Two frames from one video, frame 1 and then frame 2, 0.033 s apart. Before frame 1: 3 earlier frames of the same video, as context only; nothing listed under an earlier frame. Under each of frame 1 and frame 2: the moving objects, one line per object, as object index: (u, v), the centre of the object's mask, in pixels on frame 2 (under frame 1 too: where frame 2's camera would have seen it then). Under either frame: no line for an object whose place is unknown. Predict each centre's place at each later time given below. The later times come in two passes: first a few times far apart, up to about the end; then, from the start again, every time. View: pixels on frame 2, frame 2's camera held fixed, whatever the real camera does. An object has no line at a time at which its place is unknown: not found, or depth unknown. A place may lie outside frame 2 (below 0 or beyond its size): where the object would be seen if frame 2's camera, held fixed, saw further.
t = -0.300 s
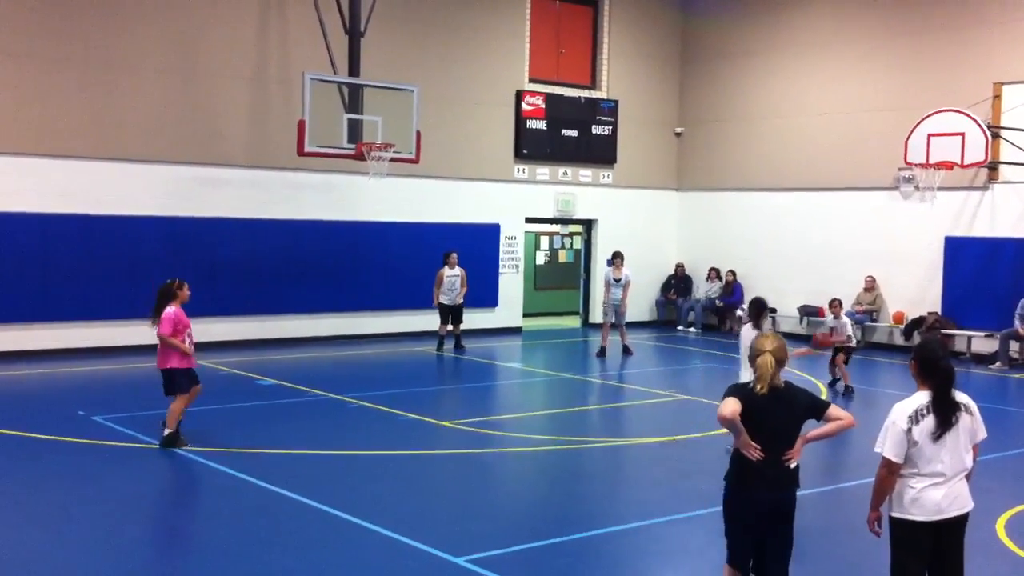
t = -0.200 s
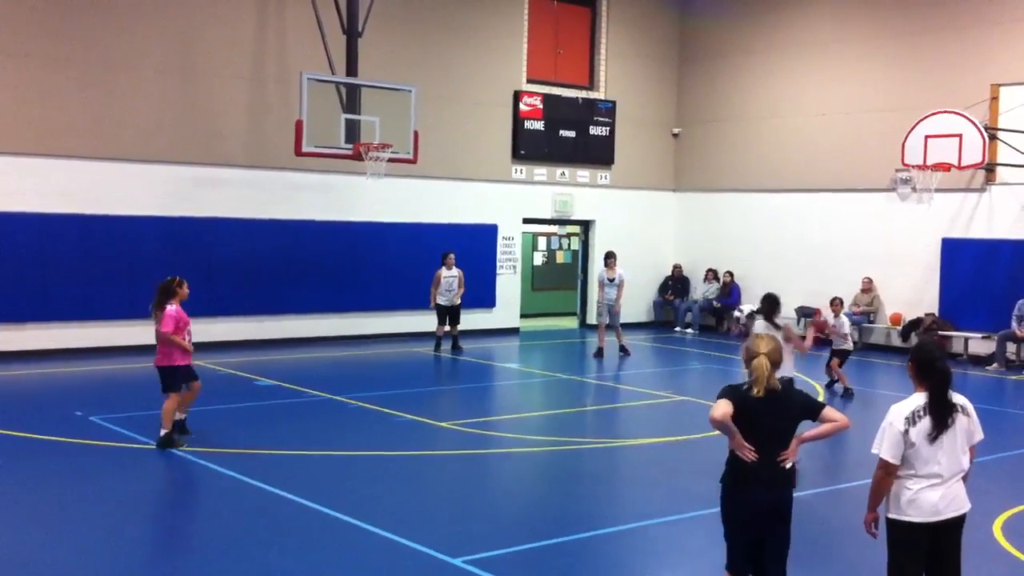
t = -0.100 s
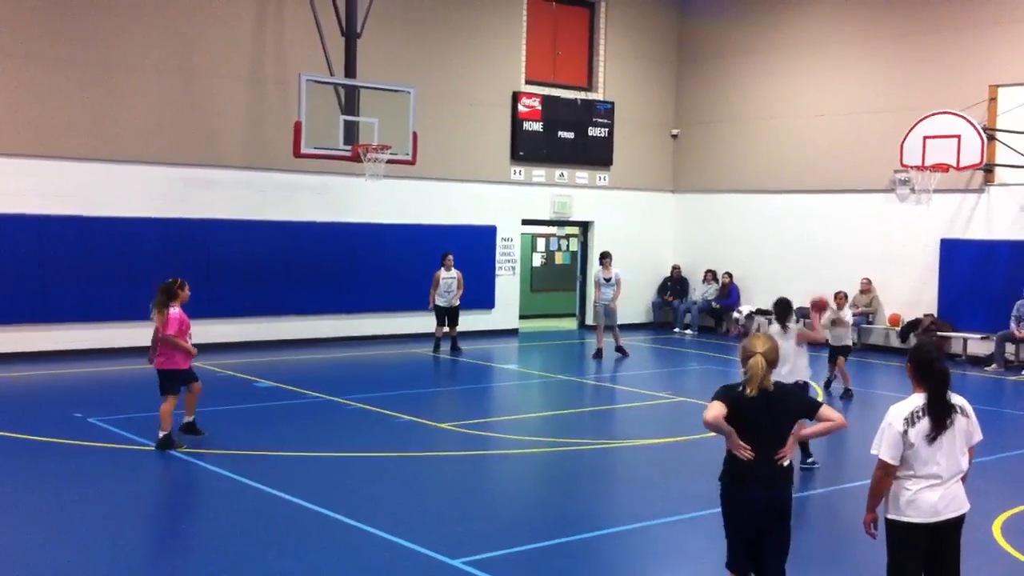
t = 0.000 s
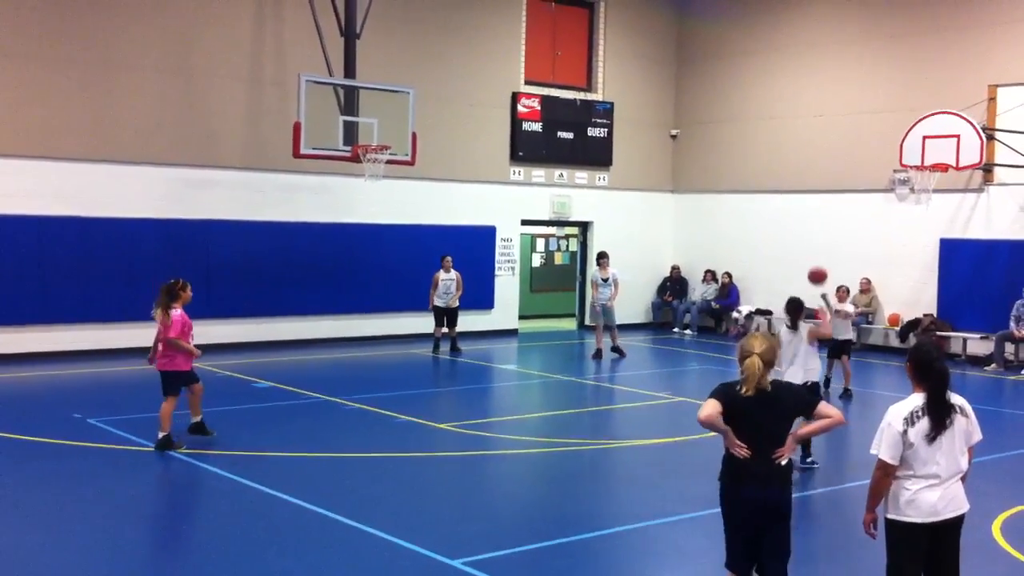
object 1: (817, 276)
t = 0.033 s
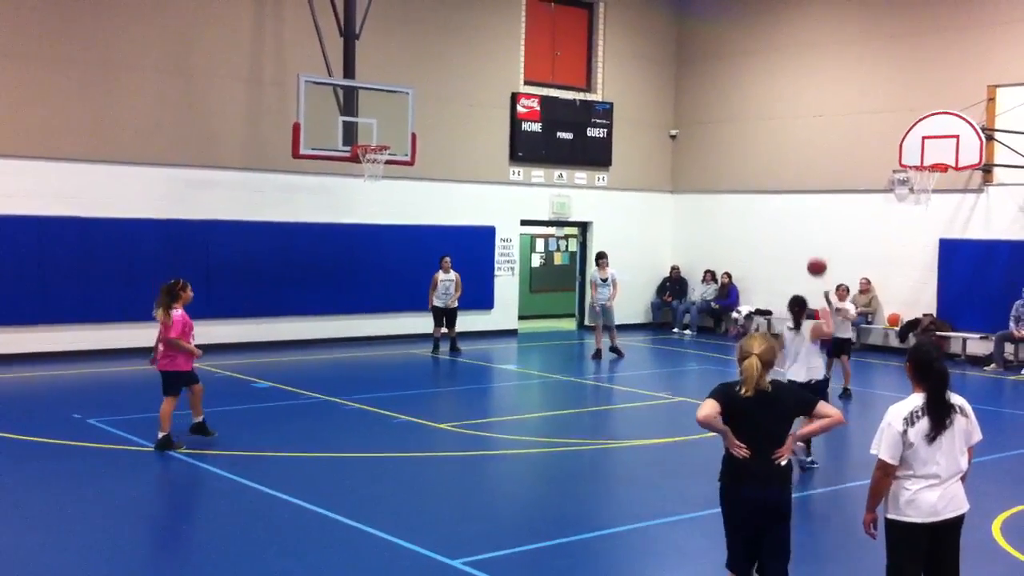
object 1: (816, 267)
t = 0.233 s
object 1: (814, 230)
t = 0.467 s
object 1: (809, 227)
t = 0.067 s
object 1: (816, 259)
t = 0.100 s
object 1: (816, 252)
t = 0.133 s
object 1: (815, 245)
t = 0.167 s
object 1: (815, 239)
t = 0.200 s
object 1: (815, 234)
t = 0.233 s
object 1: (814, 230)
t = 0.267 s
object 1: (814, 226)
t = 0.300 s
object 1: (813, 224)
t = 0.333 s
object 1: (812, 222)
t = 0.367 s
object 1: (812, 222)
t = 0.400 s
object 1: (811, 222)
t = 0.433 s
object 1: (810, 224)
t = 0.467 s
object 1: (809, 227)
